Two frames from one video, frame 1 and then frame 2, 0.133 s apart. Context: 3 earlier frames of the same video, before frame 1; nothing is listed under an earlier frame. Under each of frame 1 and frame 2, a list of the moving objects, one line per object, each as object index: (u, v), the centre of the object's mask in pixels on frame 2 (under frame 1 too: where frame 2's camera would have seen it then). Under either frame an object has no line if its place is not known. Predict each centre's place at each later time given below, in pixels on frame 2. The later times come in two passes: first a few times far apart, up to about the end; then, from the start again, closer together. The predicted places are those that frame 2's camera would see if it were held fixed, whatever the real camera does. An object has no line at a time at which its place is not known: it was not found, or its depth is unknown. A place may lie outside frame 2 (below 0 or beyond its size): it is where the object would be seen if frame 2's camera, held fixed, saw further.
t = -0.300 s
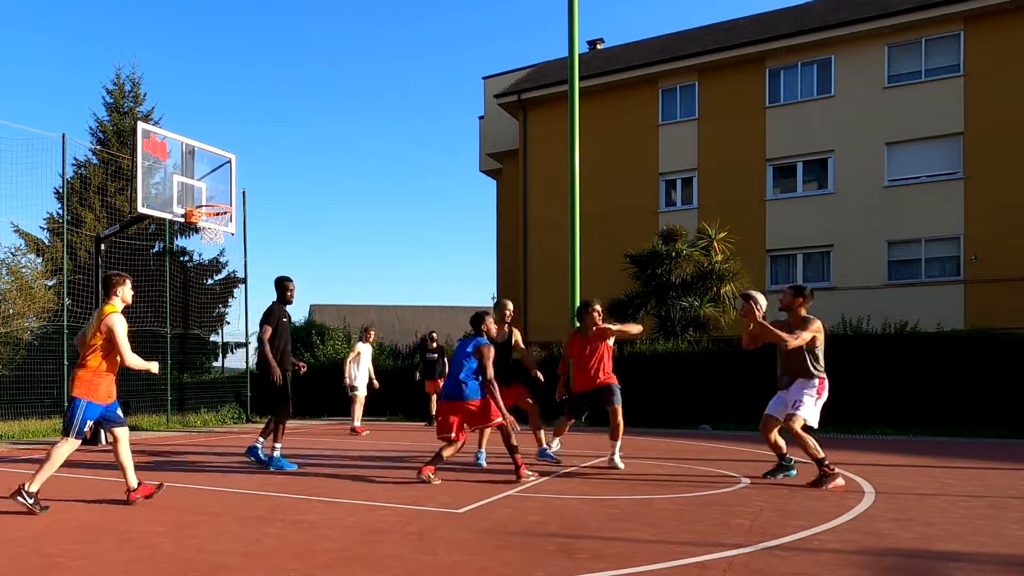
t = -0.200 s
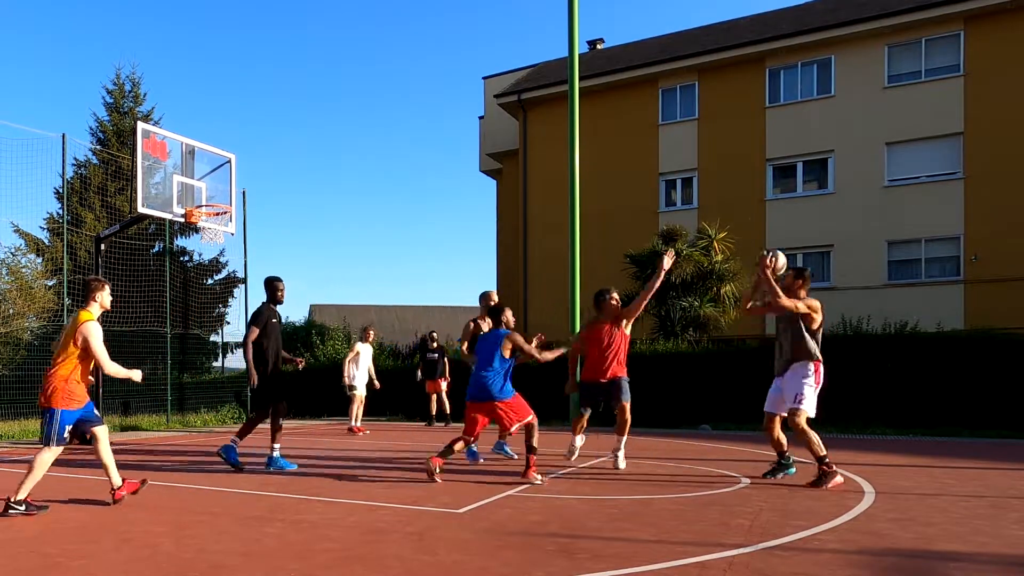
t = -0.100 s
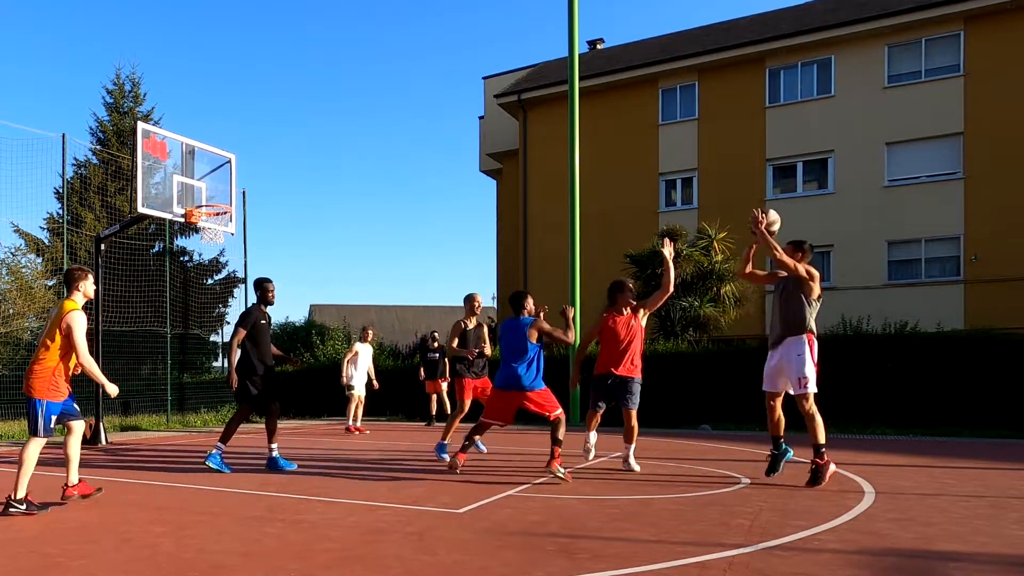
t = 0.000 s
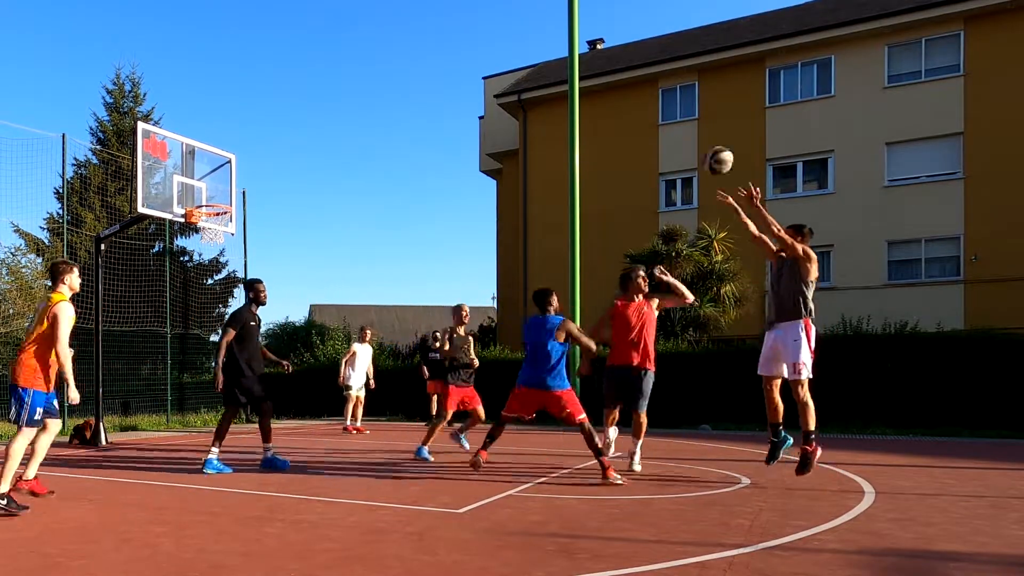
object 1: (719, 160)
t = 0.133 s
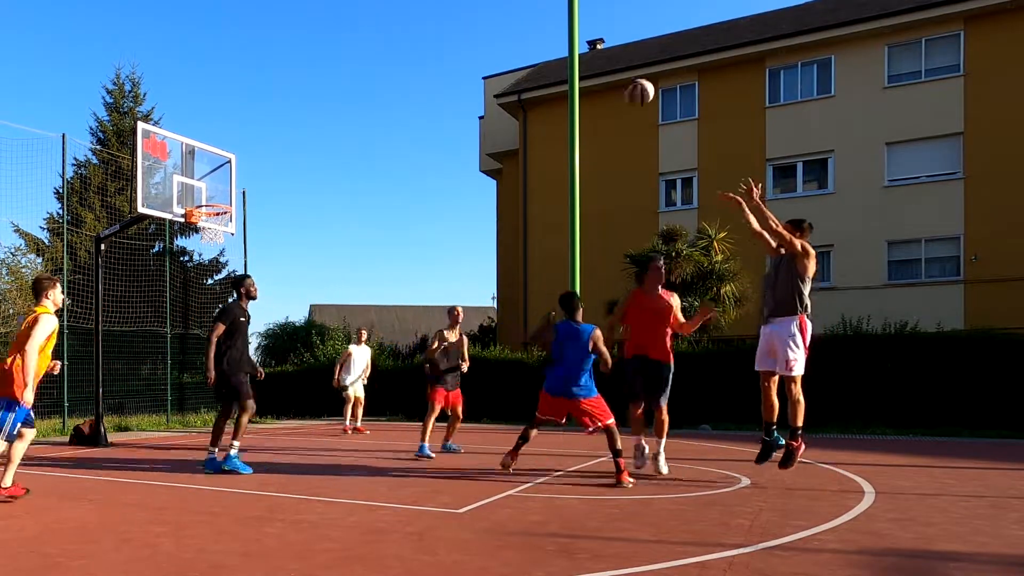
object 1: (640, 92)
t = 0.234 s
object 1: (586, 57)
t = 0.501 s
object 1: (459, 20)
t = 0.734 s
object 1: (365, 42)
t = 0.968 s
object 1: (283, 107)
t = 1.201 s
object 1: (210, 201)
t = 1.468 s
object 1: (202, 270)
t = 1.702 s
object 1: (202, 353)
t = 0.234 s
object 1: (586, 57)
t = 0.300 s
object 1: (552, 41)
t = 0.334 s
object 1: (535, 34)
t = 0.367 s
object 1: (519, 29)
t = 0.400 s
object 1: (504, 25)
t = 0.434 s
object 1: (489, 22)
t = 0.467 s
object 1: (474, 21)
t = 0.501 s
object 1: (459, 20)
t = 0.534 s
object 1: (445, 20)
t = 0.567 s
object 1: (431, 21)
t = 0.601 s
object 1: (417, 24)
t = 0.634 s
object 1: (403, 27)
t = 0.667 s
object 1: (390, 31)
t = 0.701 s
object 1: (377, 36)
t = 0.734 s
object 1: (365, 42)
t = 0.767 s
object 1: (352, 49)
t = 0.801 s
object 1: (340, 57)
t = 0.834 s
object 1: (328, 65)
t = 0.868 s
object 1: (317, 75)
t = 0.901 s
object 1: (305, 85)
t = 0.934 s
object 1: (294, 95)
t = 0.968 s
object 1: (283, 107)
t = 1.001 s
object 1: (272, 119)
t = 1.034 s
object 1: (261, 132)
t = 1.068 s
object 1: (251, 145)
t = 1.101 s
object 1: (241, 160)
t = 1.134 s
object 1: (231, 174)
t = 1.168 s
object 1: (221, 190)
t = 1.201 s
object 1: (210, 201)
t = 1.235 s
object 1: (202, 222)
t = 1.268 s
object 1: (198, 230)
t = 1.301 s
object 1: (199, 235)
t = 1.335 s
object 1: (199, 238)
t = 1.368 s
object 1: (199, 246)
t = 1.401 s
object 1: (200, 252)
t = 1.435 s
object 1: (201, 261)
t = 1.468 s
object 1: (202, 270)
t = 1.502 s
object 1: (203, 280)
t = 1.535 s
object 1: (202, 289)
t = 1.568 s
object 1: (202, 300)
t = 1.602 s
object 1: (202, 313)
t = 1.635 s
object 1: (203, 326)
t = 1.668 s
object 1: (203, 340)
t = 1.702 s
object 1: (202, 353)
